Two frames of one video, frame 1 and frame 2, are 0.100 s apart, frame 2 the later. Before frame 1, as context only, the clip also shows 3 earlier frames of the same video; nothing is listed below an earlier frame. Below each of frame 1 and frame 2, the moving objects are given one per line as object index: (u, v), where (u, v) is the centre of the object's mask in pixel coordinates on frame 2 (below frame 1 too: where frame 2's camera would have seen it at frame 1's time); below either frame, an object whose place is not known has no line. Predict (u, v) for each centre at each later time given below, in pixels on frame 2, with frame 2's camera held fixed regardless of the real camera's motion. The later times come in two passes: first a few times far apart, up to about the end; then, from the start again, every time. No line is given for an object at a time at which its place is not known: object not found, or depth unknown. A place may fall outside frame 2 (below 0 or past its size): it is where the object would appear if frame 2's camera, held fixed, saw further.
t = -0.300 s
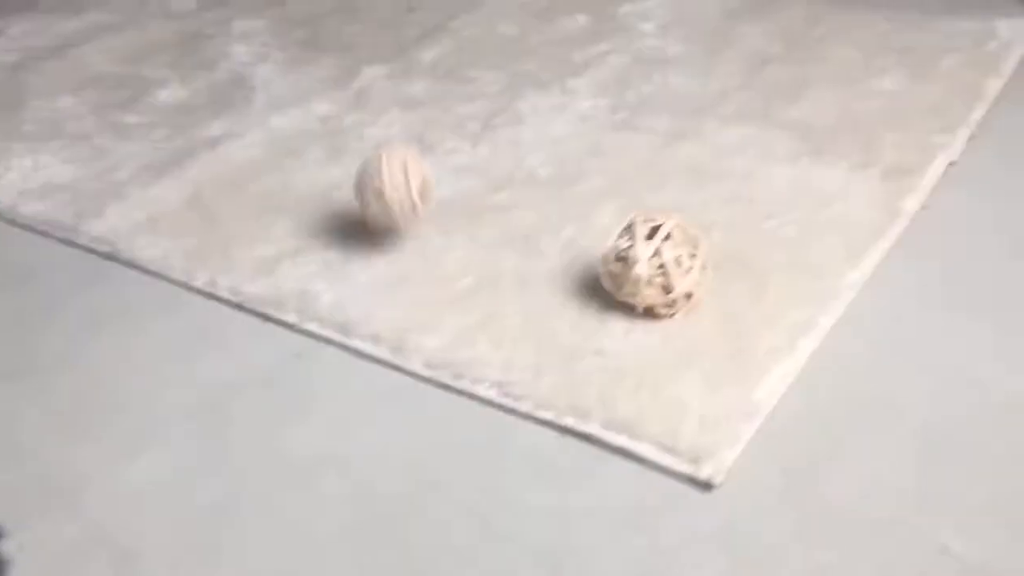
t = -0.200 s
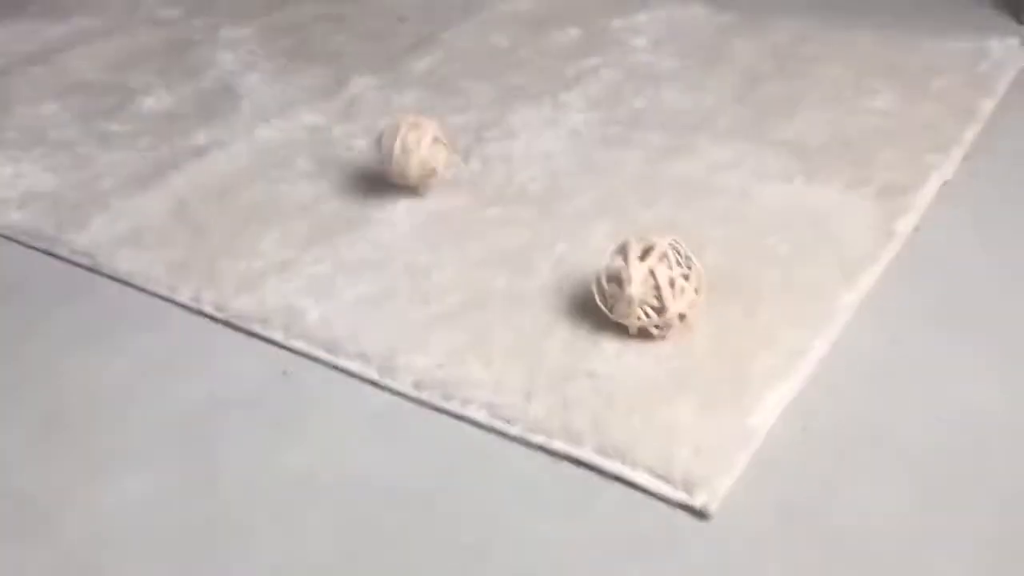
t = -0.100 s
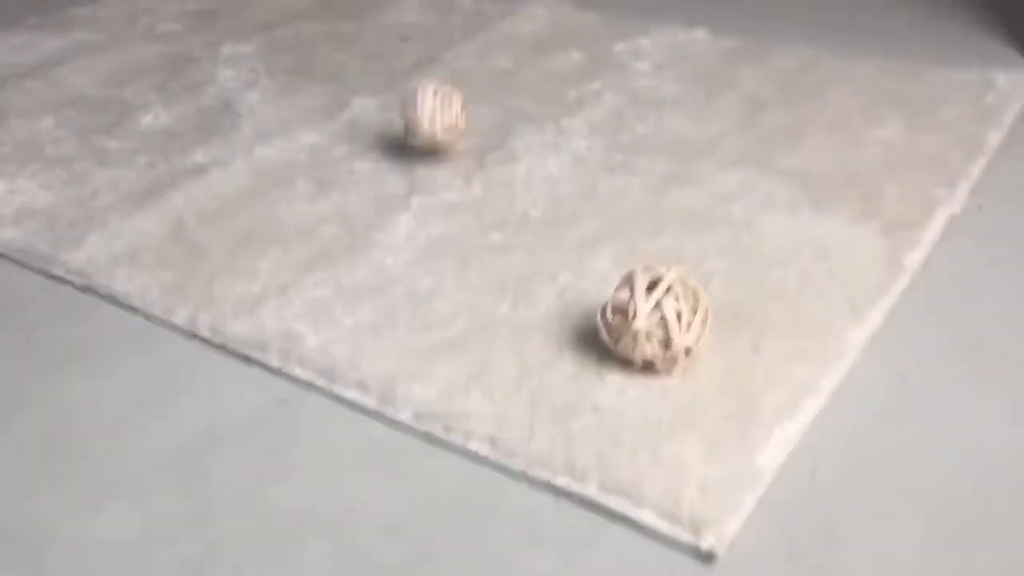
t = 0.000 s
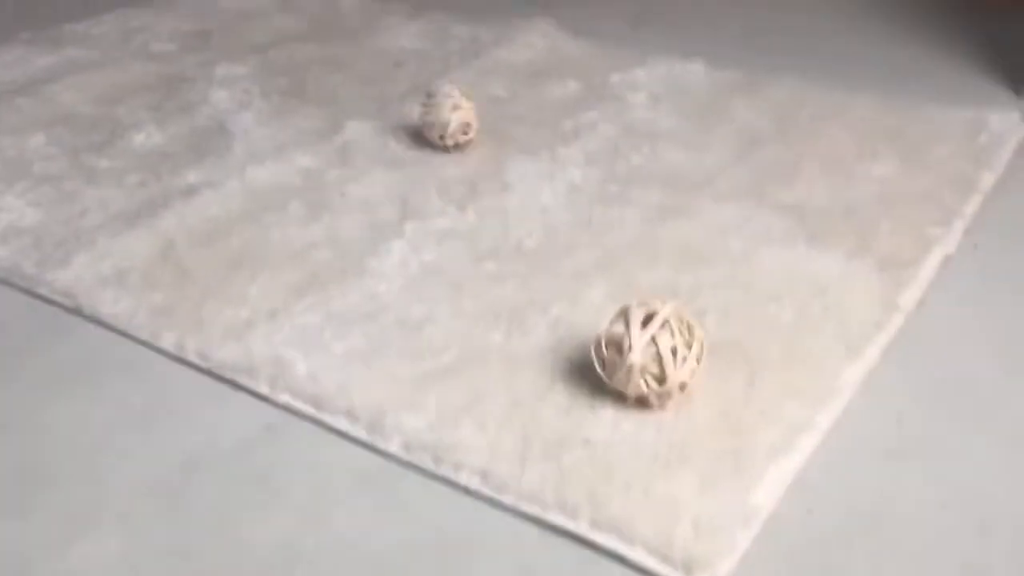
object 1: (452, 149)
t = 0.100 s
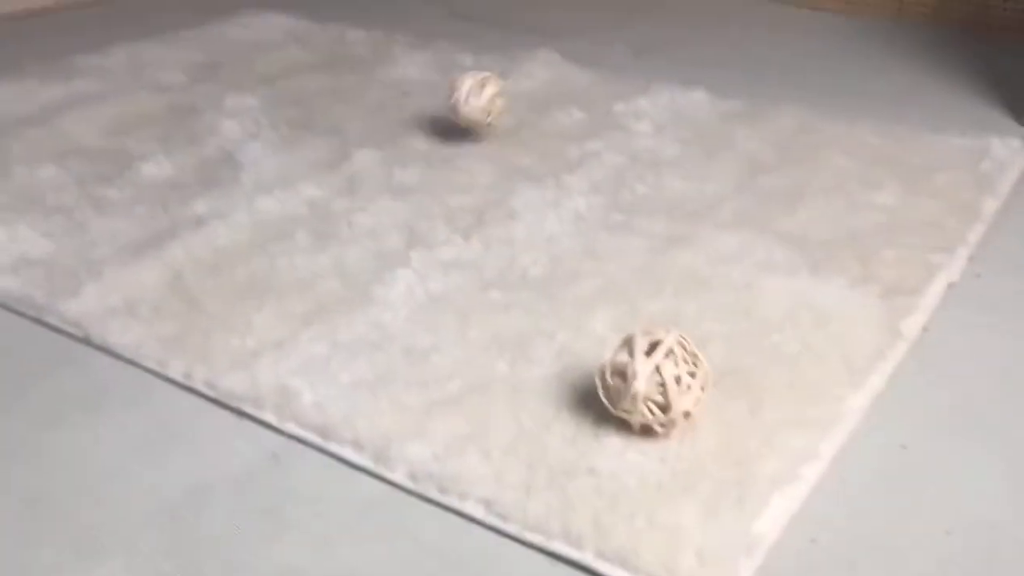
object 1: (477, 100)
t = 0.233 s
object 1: (499, 95)
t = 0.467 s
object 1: (567, 55)
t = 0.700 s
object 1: (623, 39)
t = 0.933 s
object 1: (679, 29)
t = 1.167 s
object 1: (726, 21)
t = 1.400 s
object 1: (755, 14)
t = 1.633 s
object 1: (783, 8)
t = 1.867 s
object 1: (793, 3)
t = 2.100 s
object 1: (794, 3)
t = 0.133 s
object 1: (482, 93)
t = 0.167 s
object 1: (488, 92)
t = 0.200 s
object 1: (494, 97)
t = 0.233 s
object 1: (499, 95)
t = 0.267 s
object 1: (510, 87)
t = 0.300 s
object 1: (520, 81)
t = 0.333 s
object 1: (532, 74)
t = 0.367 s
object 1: (539, 68)
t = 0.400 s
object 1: (549, 64)
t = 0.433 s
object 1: (558, 60)
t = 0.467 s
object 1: (567, 55)
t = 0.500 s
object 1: (574, 52)
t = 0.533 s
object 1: (584, 48)
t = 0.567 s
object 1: (590, 46)
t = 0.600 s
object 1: (595, 47)
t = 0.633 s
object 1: (605, 45)
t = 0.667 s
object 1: (614, 44)
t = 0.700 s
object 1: (623, 39)
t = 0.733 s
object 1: (632, 38)
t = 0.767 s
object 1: (639, 36)
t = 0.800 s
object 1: (648, 36)
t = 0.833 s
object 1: (656, 36)
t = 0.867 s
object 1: (664, 33)
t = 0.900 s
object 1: (672, 31)
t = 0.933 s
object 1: (679, 29)
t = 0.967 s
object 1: (688, 28)
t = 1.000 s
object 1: (694, 26)
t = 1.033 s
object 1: (701, 25)
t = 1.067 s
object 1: (708, 24)
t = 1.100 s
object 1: (715, 24)
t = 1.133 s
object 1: (721, 23)
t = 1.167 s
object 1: (726, 21)
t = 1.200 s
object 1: (732, 20)
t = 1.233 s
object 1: (738, 20)
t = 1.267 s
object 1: (741, 19)
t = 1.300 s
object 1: (745, 17)
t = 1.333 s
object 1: (749, 16)
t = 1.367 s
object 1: (752, 15)
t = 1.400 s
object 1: (755, 14)
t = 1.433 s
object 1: (761, 14)
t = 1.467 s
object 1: (765, 12)
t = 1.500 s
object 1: (768, 11)
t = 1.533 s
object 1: (773, 10)
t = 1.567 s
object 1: (775, 9)
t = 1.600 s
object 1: (779, 10)
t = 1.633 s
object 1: (783, 8)
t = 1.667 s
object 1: (785, 8)
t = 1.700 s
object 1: (786, 7)
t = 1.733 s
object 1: (791, 5)
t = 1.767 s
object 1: (792, 5)
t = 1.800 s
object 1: (791, 4)
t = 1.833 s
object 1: (791, 4)
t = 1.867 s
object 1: (793, 3)
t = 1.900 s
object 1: (795, 3)
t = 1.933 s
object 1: (799, 2)
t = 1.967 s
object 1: (799, 3)
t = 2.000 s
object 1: (798, 3)
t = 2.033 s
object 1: (796, 3)
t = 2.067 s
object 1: (795, 3)
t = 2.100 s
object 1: (794, 3)
